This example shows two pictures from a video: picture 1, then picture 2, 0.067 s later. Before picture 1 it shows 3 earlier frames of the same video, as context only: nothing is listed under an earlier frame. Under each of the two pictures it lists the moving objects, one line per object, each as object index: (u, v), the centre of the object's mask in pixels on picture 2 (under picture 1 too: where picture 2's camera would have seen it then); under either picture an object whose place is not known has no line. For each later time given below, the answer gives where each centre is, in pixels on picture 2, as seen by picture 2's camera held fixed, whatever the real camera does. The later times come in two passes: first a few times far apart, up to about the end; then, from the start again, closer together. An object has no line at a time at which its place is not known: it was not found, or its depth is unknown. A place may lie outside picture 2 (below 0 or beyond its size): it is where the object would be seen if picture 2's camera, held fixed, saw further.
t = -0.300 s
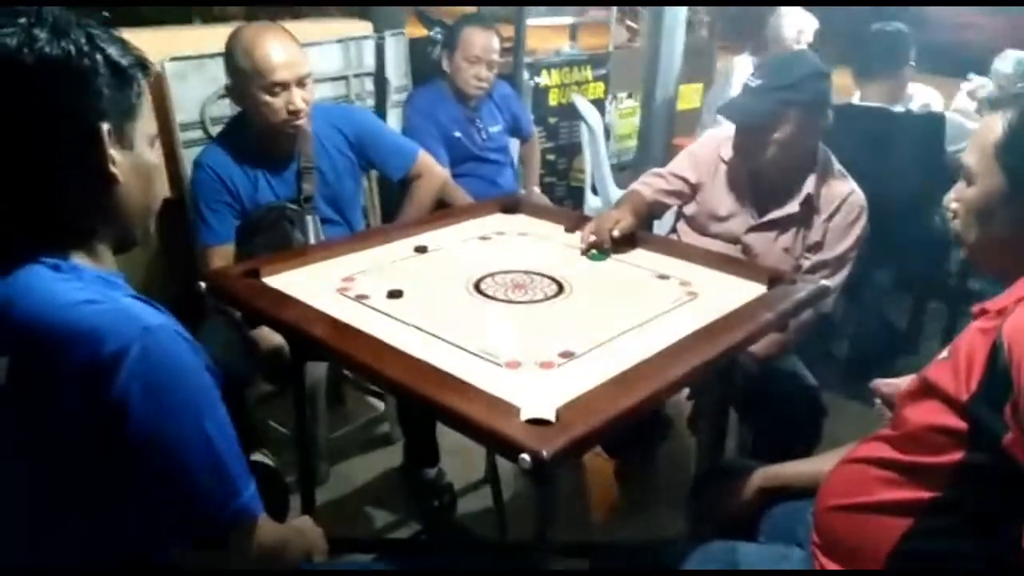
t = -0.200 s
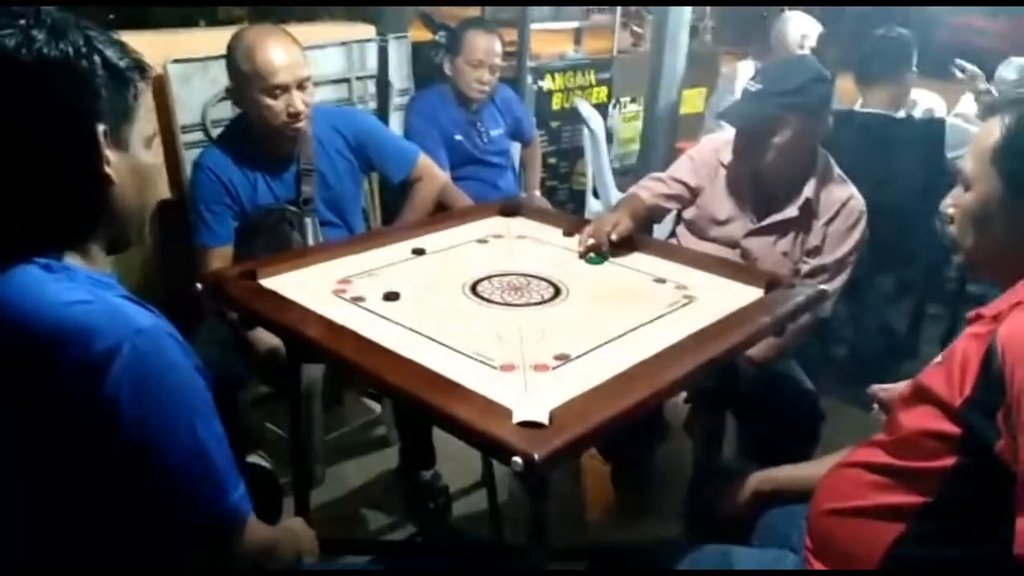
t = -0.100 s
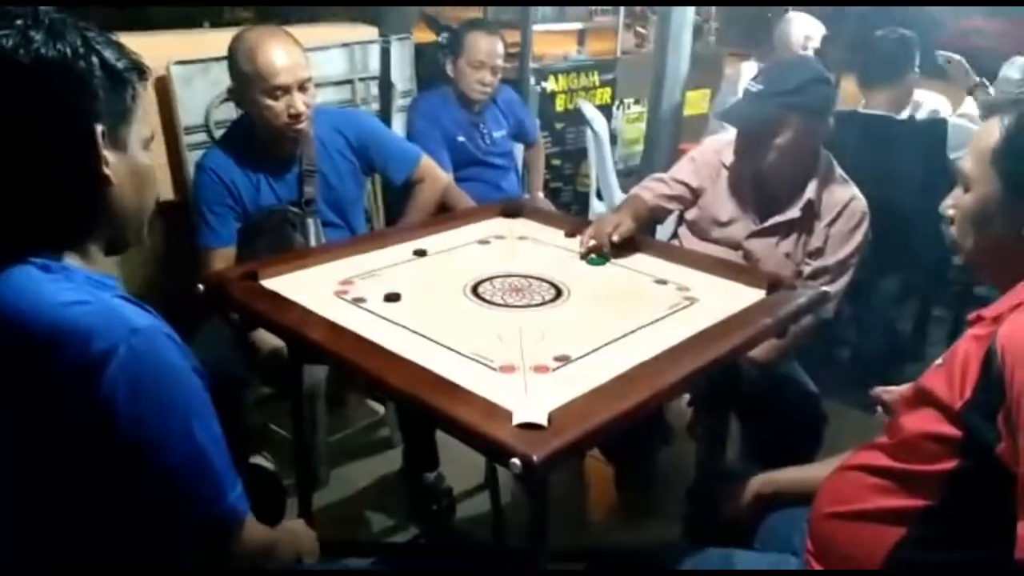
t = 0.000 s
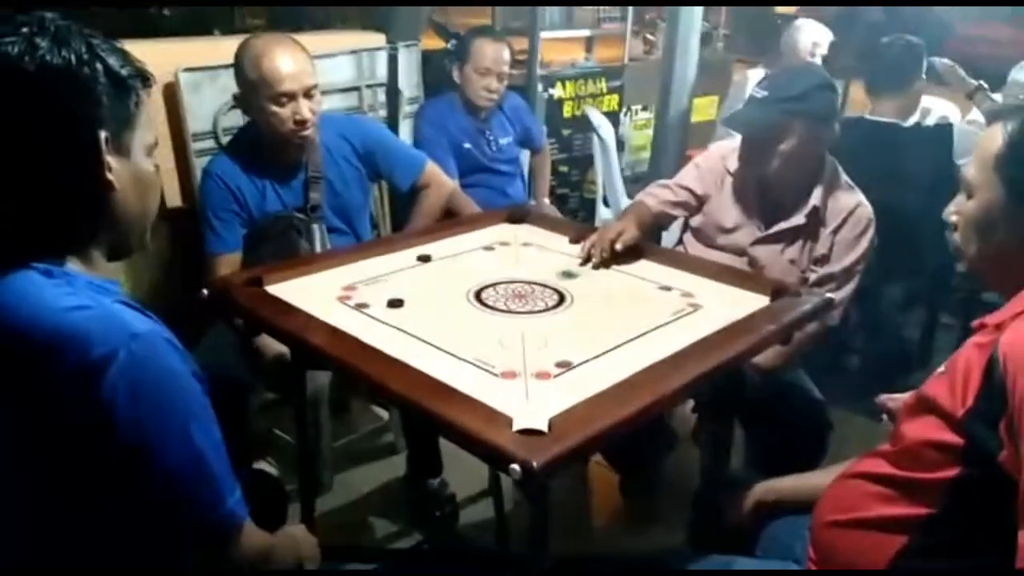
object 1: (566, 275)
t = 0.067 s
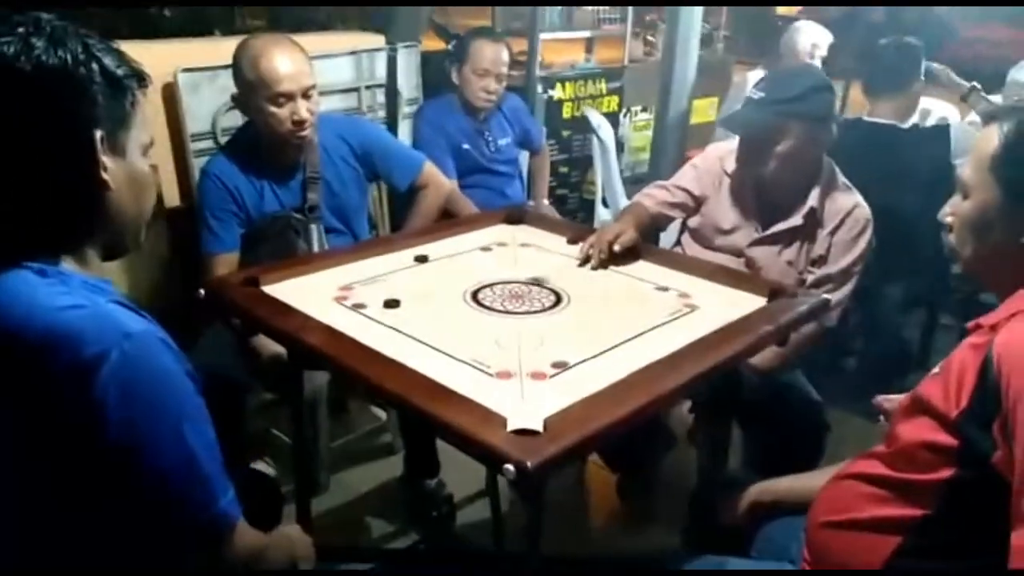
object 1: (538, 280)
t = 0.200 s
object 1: (477, 293)
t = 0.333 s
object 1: (412, 305)
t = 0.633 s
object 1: (361, 331)
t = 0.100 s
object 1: (522, 283)
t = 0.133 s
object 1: (507, 286)
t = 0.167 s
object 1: (491, 290)
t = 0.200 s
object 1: (477, 293)
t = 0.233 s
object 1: (460, 295)
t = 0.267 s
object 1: (445, 299)
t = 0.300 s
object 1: (429, 302)
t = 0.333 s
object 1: (412, 305)
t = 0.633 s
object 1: (361, 331)
